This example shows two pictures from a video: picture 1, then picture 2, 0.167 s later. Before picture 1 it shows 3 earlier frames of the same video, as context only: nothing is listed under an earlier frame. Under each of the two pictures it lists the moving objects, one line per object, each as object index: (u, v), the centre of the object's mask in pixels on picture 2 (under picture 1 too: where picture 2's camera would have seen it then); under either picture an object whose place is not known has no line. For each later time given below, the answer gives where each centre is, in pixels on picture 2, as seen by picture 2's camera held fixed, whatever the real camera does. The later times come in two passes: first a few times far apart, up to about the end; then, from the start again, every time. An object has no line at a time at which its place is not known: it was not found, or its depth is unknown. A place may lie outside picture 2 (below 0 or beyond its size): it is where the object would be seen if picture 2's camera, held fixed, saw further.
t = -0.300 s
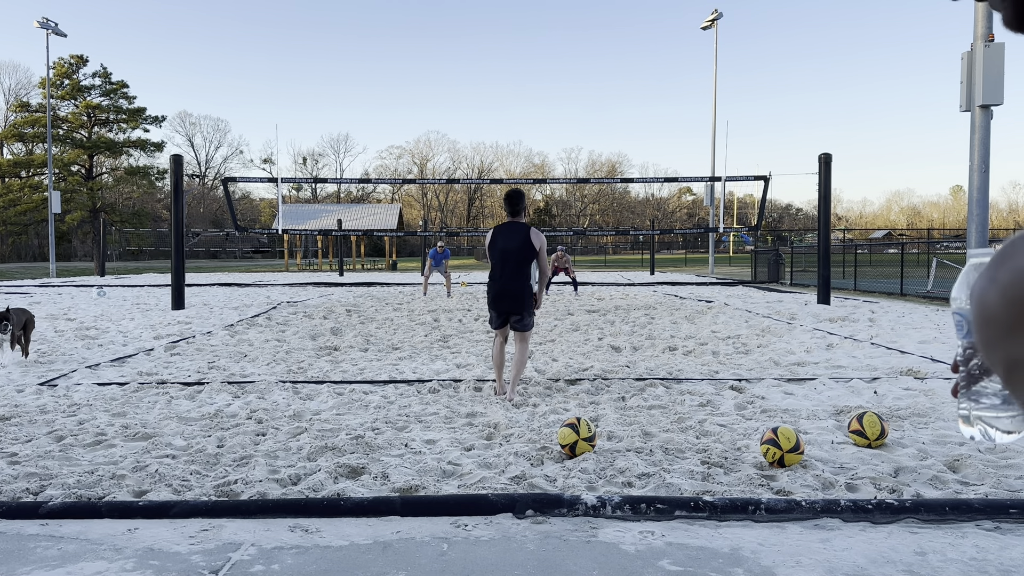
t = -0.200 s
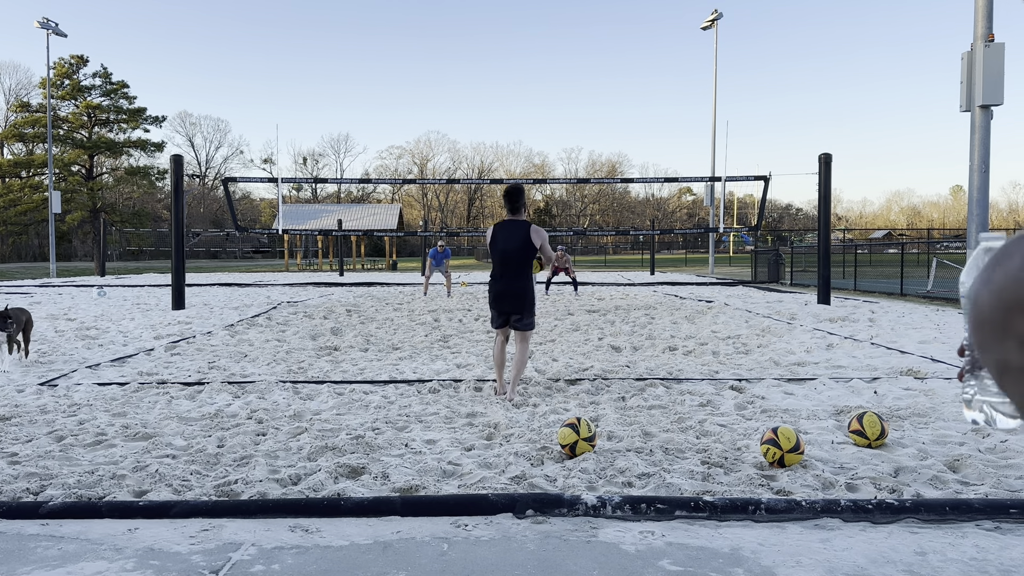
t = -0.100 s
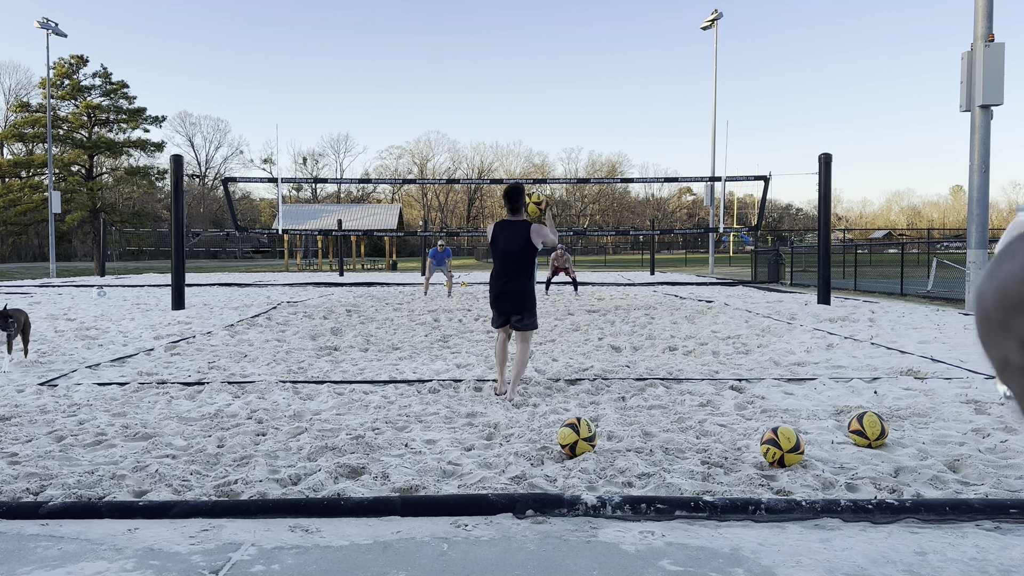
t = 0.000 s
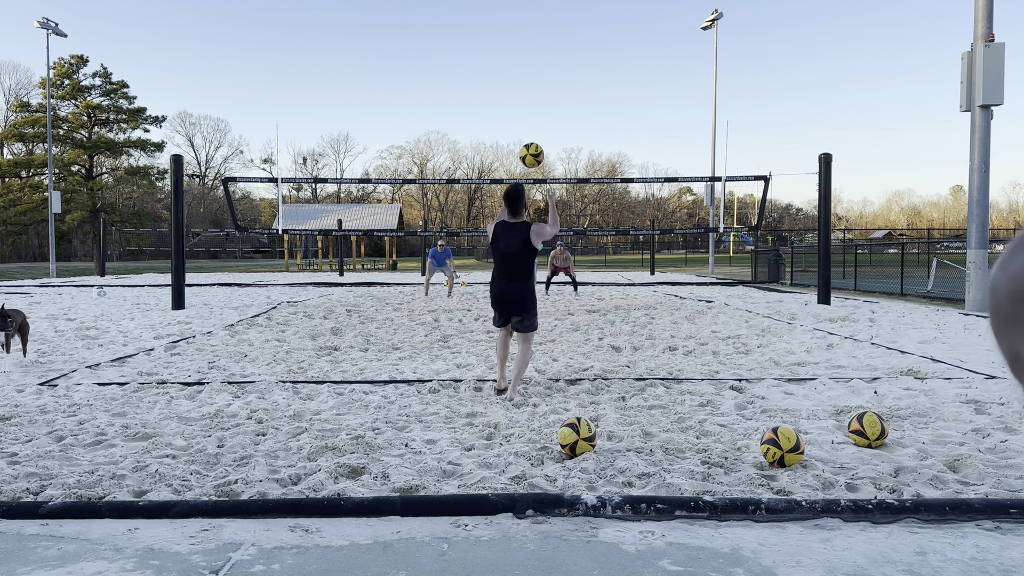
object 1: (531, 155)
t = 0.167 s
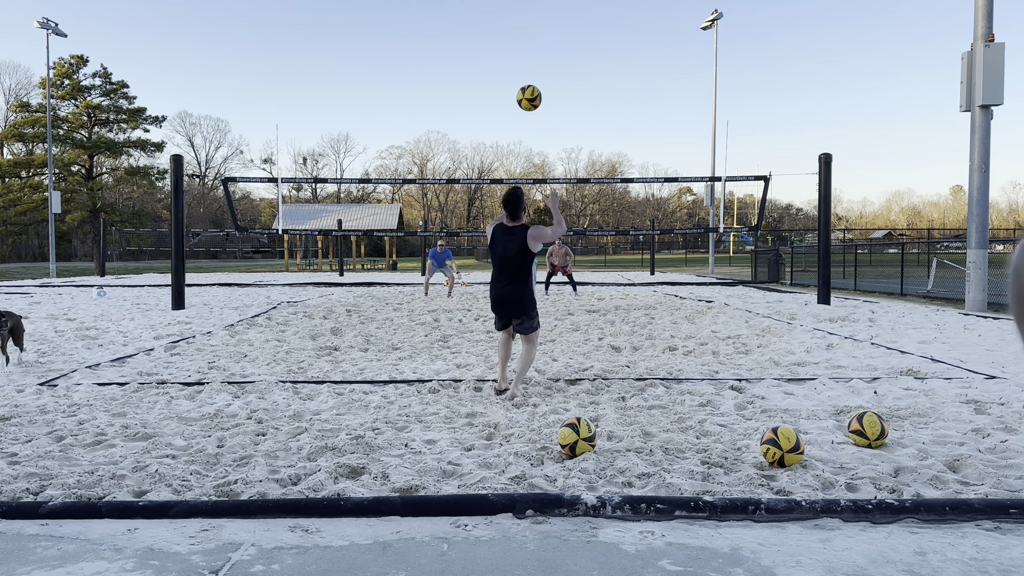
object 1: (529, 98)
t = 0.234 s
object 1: (528, 84)
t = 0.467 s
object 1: (525, 76)
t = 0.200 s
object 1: (528, 90)
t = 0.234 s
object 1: (528, 84)
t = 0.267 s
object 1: (527, 79)
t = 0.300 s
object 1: (527, 75)
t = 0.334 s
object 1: (527, 72)
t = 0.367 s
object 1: (526, 71)
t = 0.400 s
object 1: (526, 71)
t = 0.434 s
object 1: (525, 73)
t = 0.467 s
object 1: (525, 76)
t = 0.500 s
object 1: (524, 80)
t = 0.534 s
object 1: (524, 86)
